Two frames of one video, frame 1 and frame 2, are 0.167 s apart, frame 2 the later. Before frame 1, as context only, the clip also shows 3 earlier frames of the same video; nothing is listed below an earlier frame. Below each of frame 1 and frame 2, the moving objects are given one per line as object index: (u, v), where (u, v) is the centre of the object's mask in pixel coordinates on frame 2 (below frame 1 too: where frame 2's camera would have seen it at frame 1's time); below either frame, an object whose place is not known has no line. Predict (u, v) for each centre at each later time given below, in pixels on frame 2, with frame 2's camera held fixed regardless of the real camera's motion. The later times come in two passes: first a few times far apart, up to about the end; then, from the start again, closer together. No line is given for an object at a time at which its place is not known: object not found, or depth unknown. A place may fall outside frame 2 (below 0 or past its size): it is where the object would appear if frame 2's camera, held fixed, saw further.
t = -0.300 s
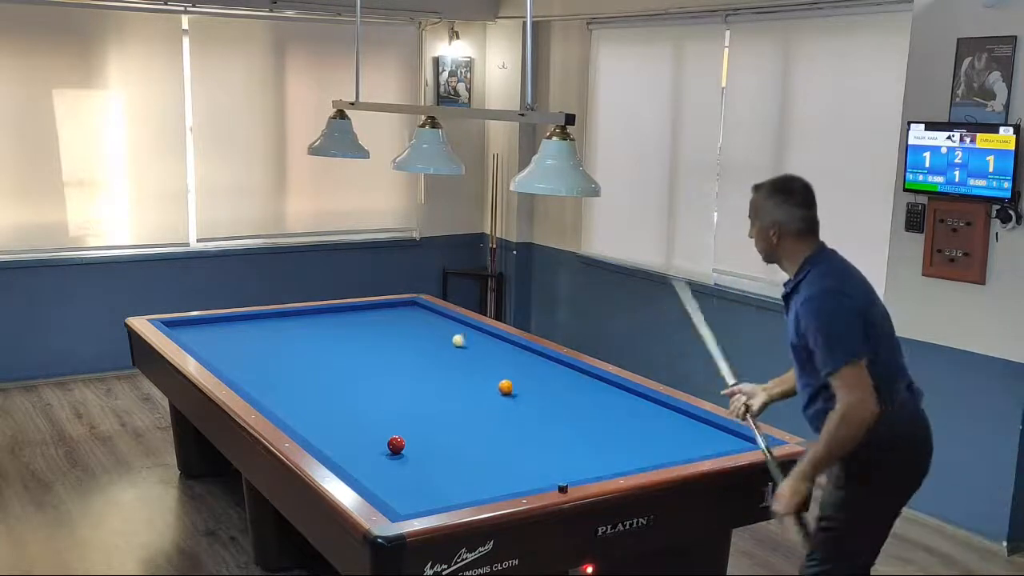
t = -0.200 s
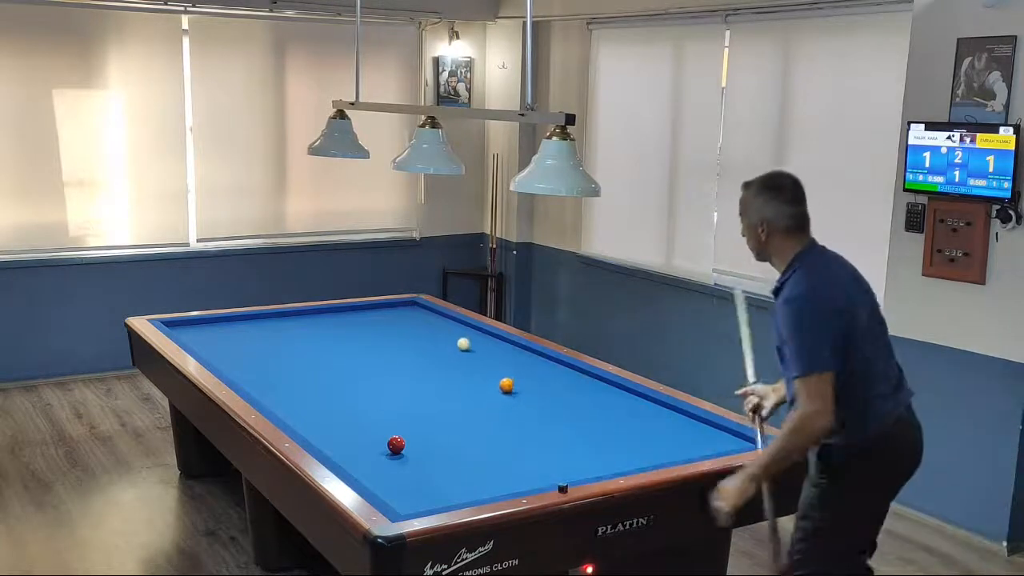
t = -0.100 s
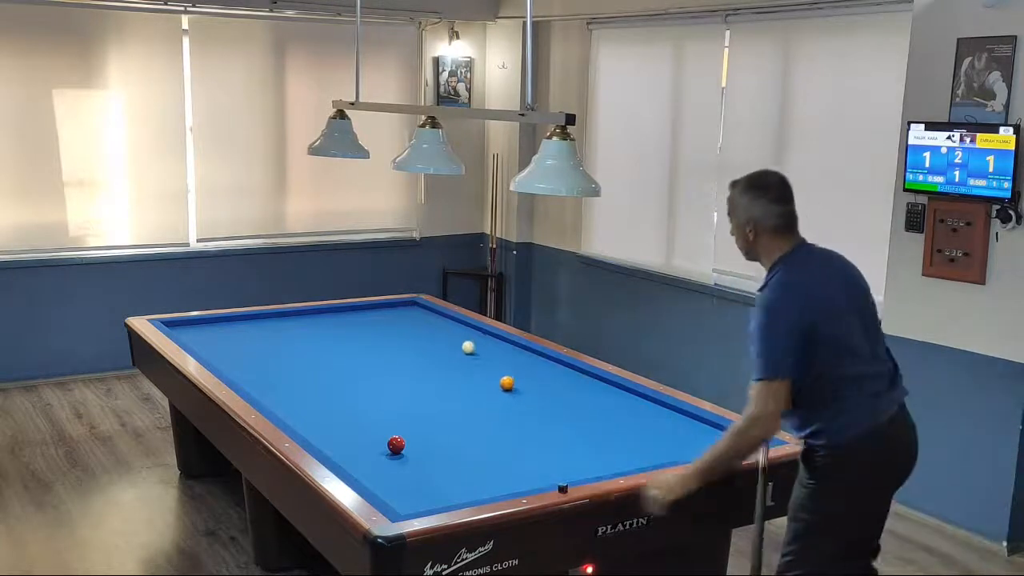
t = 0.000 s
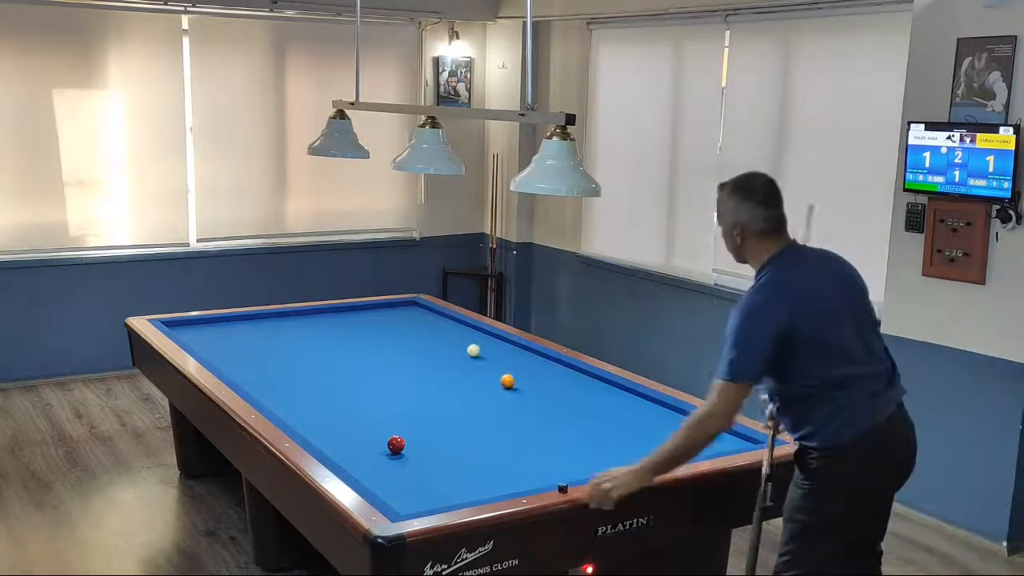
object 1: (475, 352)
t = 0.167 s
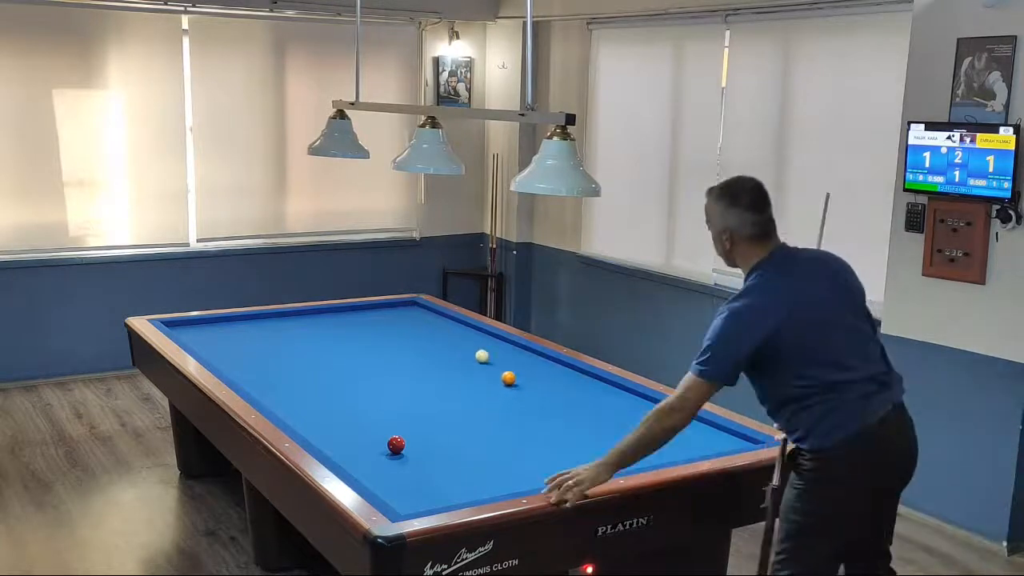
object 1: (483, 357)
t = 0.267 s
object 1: (487, 360)
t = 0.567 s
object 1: (500, 369)
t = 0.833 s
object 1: (493, 370)
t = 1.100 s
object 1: (488, 371)
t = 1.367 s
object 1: (483, 372)
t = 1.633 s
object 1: (477, 374)
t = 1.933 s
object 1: (473, 374)
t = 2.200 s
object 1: (468, 375)
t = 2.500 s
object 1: (464, 376)
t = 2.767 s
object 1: (461, 376)
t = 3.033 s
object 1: (459, 376)
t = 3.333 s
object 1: (457, 377)
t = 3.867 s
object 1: (456, 377)
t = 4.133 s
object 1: (456, 377)
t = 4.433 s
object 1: (456, 377)
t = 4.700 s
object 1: (456, 377)
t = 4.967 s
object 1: (456, 377)
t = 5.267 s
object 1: (456, 377)
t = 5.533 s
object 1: (456, 377)
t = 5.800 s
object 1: (456, 377)
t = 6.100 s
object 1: (456, 377)
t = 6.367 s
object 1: (456, 377)
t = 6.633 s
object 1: (456, 377)
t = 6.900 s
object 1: (456, 377)
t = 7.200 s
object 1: (456, 377)
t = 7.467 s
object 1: (456, 377)
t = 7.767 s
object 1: (456, 377)
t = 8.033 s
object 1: (456, 377)
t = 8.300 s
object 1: (456, 377)
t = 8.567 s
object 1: (456, 377)
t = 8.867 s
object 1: (456, 377)
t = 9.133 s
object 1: (456, 377)
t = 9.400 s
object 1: (456, 377)
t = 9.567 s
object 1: (456, 377)
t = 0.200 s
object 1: (484, 357)
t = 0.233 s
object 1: (486, 358)
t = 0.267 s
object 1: (487, 360)
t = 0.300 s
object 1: (489, 361)
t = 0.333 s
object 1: (491, 362)
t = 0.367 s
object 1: (493, 363)
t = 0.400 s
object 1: (494, 365)
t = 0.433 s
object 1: (496, 365)
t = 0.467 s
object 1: (498, 366)
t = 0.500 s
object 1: (499, 367)
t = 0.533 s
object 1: (501, 368)
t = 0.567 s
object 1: (500, 369)
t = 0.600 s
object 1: (499, 369)
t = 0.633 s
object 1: (498, 369)
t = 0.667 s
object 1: (497, 369)
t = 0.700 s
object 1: (497, 370)
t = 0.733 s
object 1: (496, 370)
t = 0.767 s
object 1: (495, 369)
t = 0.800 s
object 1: (494, 370)
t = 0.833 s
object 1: (493, 370)
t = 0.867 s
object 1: (492, 370)
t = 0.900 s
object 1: (492, 370)
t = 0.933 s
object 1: (491, 370)
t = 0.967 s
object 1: (491, 371)
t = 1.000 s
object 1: (490, 371)
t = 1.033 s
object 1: (489, 371)
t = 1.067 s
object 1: (488, 371)
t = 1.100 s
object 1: (488, 371)
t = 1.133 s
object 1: (487, 371)
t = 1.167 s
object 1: (487, 371)
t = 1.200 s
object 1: (486, 371)
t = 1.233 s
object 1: (485, 372)
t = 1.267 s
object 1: (485, 372)
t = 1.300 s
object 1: (484, 372)
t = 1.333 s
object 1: (483, 372)
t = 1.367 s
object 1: (483, 372)
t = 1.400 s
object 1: (482, 373)
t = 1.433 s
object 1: (481, 373)
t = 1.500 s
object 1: (481, 373)
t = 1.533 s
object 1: (480, 373)
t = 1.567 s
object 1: (479, 373)
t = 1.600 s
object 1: (478, 374)
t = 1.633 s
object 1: (477, 374)
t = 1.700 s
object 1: (476, 374)
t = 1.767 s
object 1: (475, 374)
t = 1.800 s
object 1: (475, 374)
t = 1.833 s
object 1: (473, 374)
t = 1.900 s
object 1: (473, 374)
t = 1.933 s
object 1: (473, 374)
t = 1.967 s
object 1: (472, 374)
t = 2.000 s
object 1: (471, 375)
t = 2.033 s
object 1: (471, 375)
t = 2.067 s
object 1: (470, 375)
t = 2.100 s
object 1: (470, 375)
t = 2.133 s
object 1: (470, 375)
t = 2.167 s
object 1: (469, 375)
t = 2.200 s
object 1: (468, 375)
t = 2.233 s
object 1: (468, 375)
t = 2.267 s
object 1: (467, 375)
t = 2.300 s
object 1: (467, 375)
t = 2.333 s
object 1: (467, 375)
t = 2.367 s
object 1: (466, 375)
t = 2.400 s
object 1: (465, 375)
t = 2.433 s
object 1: (465, 375)
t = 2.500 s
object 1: (464, 376)
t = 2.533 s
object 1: (464, 376)
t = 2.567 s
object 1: (463, 376)
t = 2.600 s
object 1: (463, 376)
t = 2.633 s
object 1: (462, 376)
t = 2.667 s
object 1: (462, 376)
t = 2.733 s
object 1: (462, 376)
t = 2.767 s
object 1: (461, 376)
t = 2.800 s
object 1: (461, 376)
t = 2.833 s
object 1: (461, 376)
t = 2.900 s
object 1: (461, 376)
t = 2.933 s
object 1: (460, 376)
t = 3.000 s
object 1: (460, 376)
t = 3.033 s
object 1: (459, 376)
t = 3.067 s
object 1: (459, 376)
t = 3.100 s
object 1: (459, 376)
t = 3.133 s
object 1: (459, 376)
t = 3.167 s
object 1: (458, 376)
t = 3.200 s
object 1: (458, 376)
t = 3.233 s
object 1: (458, 377)
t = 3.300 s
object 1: (458, 377)
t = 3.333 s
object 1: (457, 377)
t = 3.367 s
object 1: (457, 377)
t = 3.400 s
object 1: (457, 377)
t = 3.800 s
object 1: (455, 376)
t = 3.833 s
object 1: (456, 377)
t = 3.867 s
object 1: (456, 377)
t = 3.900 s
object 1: (456, 377)
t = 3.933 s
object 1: (456, 377)
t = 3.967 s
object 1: (456, 377)
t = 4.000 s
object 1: (456, 377)
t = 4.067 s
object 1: (456, 377)
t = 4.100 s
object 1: (456, 377)
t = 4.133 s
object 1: (456, 377)
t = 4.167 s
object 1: (456, 377)
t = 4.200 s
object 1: (456, 377)
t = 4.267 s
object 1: (456, 377)
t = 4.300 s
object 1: (456, 377)
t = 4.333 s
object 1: (456, 377)
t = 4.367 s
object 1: (456, 377)
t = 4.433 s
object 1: (456, 377)
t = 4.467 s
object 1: (456, 377)
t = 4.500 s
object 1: (456, 377)
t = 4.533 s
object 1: (456, 377)
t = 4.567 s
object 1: (456, 377)
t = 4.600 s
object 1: (456, 377)
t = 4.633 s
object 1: (456, 377)
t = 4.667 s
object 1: (456, 377)
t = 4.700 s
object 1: (456, 377)
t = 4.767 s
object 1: (456, 377)
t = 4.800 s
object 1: (456, 377)
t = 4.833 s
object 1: (456, 377)
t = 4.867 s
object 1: (456, 377)
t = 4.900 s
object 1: (456, 377)
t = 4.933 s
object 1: (456, 377)
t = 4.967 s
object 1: (456, 377)
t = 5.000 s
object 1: (456, 377)
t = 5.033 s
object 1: (456, 377)
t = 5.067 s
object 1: (456, 377)
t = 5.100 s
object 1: (456, 377)
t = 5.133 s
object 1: (456, 377)
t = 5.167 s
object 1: (456, 377)
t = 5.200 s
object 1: (456, 377)
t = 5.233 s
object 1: (456, 377)
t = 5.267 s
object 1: (456, 377)
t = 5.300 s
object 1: (456, 377)
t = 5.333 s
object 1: (456, 377)
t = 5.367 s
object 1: (456, 377)
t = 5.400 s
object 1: (456, 377)
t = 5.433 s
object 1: (456, 377)
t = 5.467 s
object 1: (456, 377)
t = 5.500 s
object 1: (456, 377)
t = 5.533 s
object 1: (456, 377)
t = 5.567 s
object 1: (456, 377)
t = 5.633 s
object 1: (456, 377)
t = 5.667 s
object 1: (456, 377)
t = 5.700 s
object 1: (456, 377)
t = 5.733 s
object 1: (456, 377)
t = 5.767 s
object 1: (456, 377)
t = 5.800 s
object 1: (456, 377)
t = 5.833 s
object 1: (456, 377)
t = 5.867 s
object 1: (456, 377)
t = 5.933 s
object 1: (456, 377)
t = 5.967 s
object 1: (456, 377)
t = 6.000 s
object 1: (456, 377)
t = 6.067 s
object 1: (456, 377)
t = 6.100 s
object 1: (456, 377)
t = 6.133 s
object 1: (456, 377)
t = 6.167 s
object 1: (456, 377)
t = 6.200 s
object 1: (456, 377)
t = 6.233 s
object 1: (456, 377)
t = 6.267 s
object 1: (456, 377)
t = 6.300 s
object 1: (456, 377)
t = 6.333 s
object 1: (456, 377)
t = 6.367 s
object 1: (456, 377)
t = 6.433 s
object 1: (456, 377)
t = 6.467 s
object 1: (456, 377)
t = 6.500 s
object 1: (456, 377)
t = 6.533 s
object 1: (456, 377)
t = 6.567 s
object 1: (456, 377)
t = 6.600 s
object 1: (456, 377)
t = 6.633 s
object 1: (456, 377)
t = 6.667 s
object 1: (456, 377)
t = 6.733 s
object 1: (456, 377)
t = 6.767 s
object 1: (456, 377)
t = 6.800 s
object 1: (456, 377)
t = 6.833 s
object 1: (456, 377)
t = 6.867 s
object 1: (456, 377)
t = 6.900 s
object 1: (456, 377)
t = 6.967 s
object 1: (456, 377)
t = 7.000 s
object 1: (456, 377)
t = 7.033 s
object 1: (456, 377)
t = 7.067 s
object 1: (456, 377)
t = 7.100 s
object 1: (456, 377)
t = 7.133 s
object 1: (456, 377)
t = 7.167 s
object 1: (456, 377)
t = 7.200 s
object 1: (456, 377)
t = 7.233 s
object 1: (456, 377)
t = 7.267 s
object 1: (456, 377)
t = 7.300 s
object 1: (456, 377)
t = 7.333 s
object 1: (456, 377)
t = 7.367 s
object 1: (456, 377)
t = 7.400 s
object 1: (456, 377)
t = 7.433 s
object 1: (456, 377)
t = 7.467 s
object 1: (456, 377)
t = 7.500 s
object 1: (456, 377)
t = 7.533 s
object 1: (456, 377)
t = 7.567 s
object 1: (456, 377)
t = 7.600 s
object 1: (456, 377)
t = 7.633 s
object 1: (456, 377)
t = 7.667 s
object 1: (456, 377)
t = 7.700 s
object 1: (456, 377)
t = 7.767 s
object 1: (456, 377)
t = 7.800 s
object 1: (456, 377)
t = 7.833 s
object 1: (456, 377)
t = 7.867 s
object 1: (456, 377)
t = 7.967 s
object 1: (456, 377)
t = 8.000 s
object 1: (456, 377)
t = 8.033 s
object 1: (456, 377)
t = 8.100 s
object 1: (456, 377)
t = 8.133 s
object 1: (456, 377)
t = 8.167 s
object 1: (456, 377)
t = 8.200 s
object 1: (456, 377)
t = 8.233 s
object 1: (456, 377)
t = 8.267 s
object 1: (456, 377)
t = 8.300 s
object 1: (456, 377)
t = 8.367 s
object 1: (456, 377)
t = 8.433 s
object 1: (456, 377)
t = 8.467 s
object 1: (456, 377)
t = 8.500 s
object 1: (456, 377)
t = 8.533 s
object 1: (456, 377)
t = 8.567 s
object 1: (456, 377)
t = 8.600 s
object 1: (456, 377)
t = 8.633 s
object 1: (456, 377)
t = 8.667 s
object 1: (456, 377)
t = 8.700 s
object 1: (456, 377)
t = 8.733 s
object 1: (456, 377)
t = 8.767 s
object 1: (456, 377)
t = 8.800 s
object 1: (456, 377)
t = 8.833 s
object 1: (456, 377)
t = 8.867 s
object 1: (456, 377)
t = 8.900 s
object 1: (456, 377)
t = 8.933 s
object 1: (456, 377)
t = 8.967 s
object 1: (456, 377)
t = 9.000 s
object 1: (456, 377)
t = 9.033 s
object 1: (456, 377)
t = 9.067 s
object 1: (456, 377)
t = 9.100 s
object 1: (456, 377)
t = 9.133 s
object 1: (456, 377)
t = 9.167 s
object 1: (456, 377)
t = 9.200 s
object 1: (456, 377)
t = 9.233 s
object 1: (456, 377)
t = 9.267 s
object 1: (456, 377)
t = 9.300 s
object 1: (456, 377)
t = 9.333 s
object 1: (456, 377)
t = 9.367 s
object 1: (456, 377)
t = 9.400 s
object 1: (456, 377)
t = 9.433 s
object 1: (456, 377)
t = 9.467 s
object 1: (456, 377)
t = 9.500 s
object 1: (456, 377)
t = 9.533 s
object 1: (456, 377)
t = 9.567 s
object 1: (456, 377)
